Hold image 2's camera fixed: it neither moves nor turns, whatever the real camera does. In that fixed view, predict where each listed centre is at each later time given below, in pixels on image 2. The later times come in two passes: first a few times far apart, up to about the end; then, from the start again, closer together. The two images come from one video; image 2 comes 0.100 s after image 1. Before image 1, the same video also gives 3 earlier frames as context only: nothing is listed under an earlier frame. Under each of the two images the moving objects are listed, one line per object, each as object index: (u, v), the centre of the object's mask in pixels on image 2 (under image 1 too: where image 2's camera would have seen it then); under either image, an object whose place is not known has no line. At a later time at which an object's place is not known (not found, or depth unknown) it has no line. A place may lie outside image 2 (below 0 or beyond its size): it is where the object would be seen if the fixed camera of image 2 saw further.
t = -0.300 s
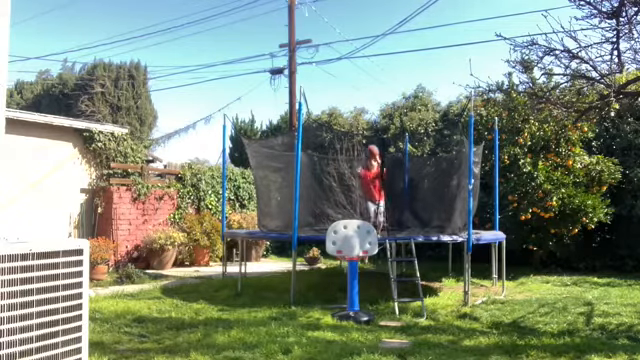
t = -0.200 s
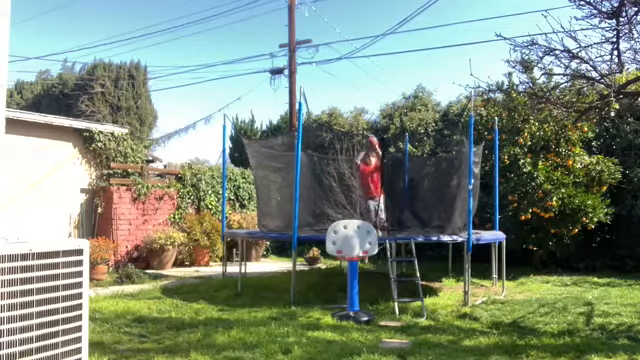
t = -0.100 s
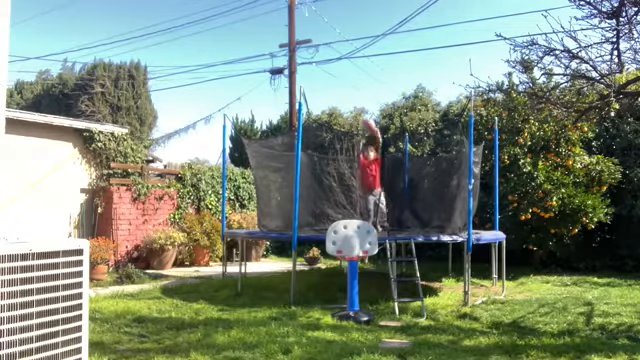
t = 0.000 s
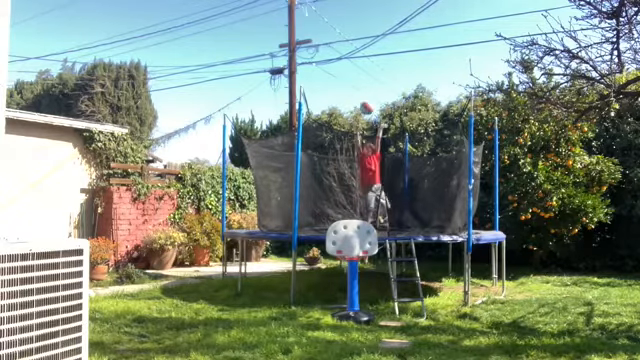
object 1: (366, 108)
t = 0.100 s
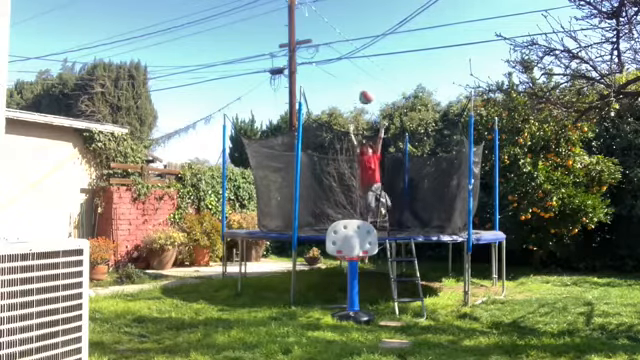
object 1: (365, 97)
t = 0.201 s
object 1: (364, 94)
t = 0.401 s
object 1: (361, 112)
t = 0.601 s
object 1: (359, 169)
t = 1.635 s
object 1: (321, 312)
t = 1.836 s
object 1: (315, 310)
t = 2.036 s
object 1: (310, 317)
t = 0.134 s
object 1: (365, 95)
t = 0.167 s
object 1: (365, 94)
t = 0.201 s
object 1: (364, 94)
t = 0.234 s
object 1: (364, 95)
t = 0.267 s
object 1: (364, 97)
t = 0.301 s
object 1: (363, 99)
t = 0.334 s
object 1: (362, 103)
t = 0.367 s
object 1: (362, 107)
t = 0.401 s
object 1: (361, 112)
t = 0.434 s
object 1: (361, 118)
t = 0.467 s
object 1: (360, 125)
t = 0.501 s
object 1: (361, 134)
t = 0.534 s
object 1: (359, 143)
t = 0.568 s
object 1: (360, 155)
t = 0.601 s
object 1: (359, 169)
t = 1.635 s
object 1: (321, 312)
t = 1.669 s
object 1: (318, 326)
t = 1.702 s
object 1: (317, 326)
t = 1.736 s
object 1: (316, 320)
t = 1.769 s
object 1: (317, 313)
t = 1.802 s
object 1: (316, 312)
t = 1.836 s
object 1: (315, 310)
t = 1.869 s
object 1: (314, 310)
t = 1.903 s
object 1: (313, 310)
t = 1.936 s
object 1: (313, 311)
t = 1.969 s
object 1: (311, 311)
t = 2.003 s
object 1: (311, 312)
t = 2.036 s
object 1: (310, 317)
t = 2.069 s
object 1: (309, 324)
